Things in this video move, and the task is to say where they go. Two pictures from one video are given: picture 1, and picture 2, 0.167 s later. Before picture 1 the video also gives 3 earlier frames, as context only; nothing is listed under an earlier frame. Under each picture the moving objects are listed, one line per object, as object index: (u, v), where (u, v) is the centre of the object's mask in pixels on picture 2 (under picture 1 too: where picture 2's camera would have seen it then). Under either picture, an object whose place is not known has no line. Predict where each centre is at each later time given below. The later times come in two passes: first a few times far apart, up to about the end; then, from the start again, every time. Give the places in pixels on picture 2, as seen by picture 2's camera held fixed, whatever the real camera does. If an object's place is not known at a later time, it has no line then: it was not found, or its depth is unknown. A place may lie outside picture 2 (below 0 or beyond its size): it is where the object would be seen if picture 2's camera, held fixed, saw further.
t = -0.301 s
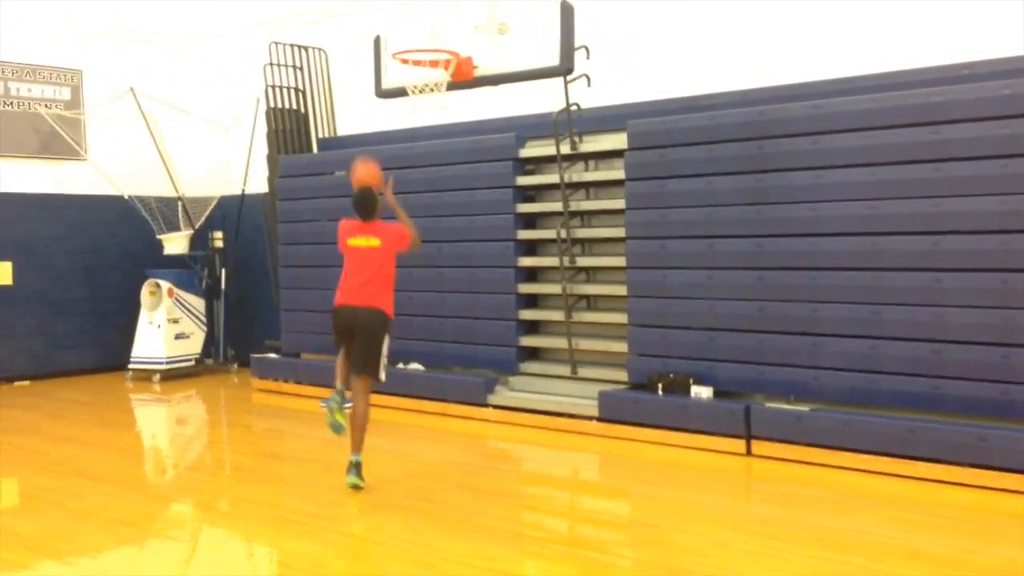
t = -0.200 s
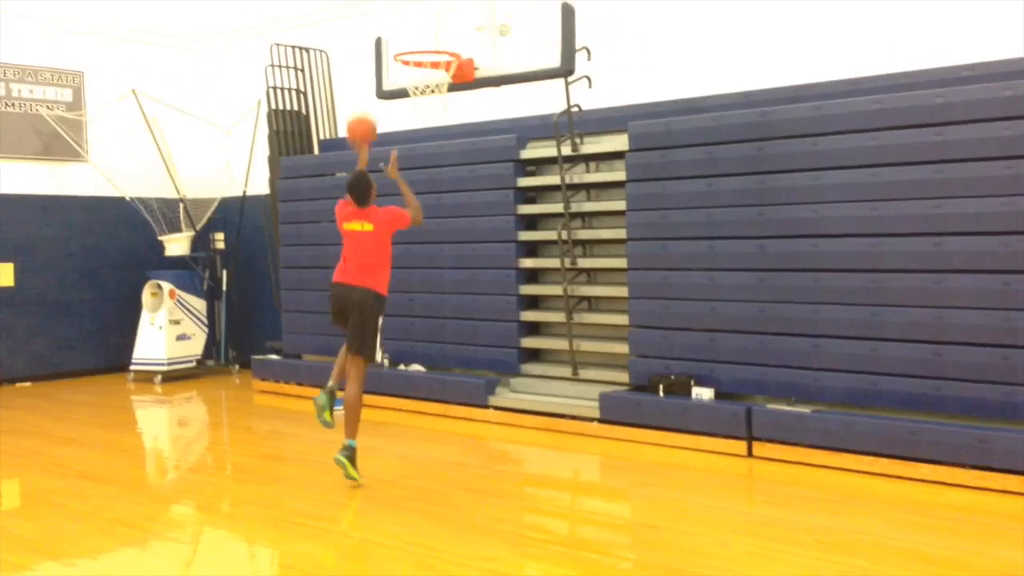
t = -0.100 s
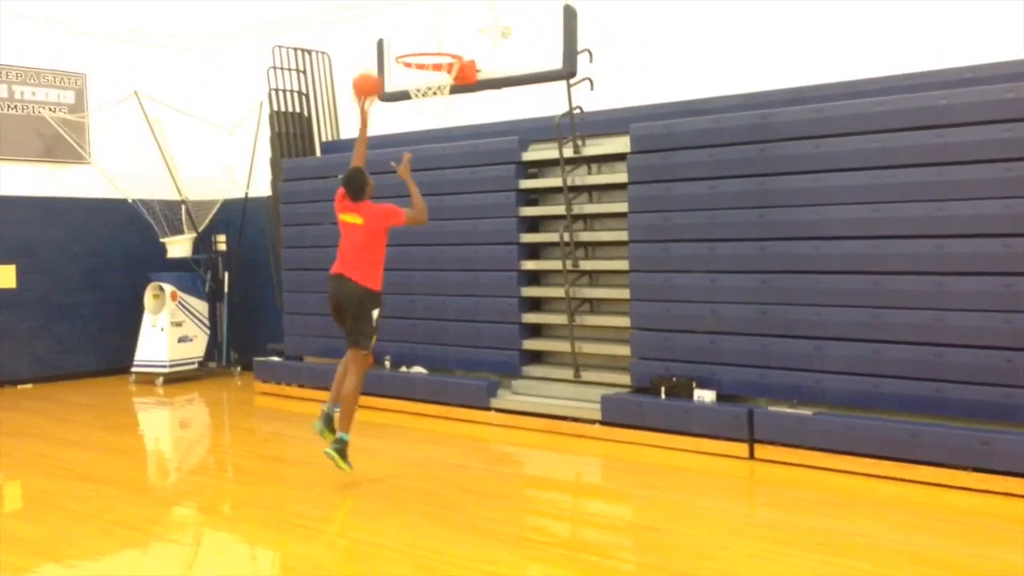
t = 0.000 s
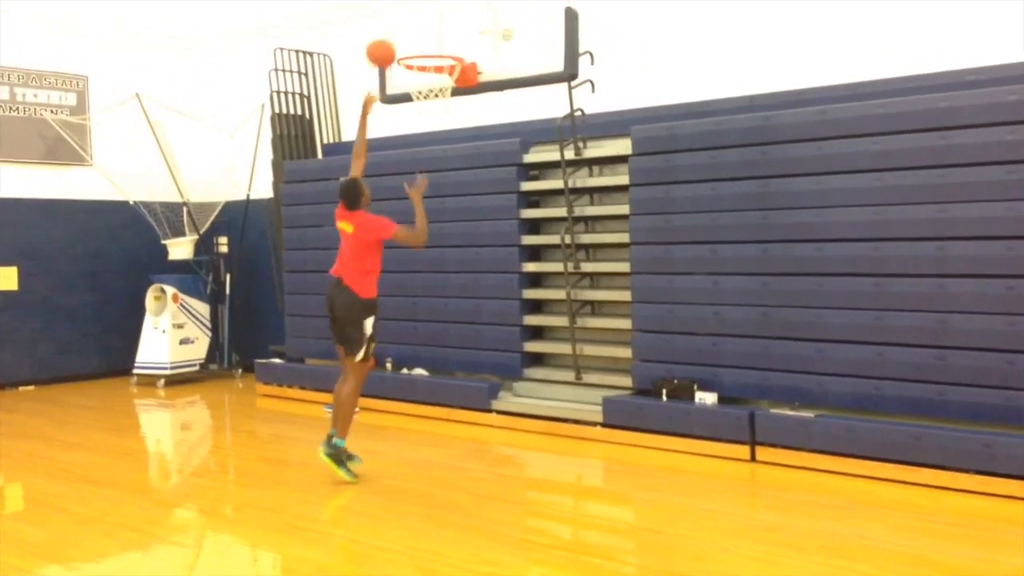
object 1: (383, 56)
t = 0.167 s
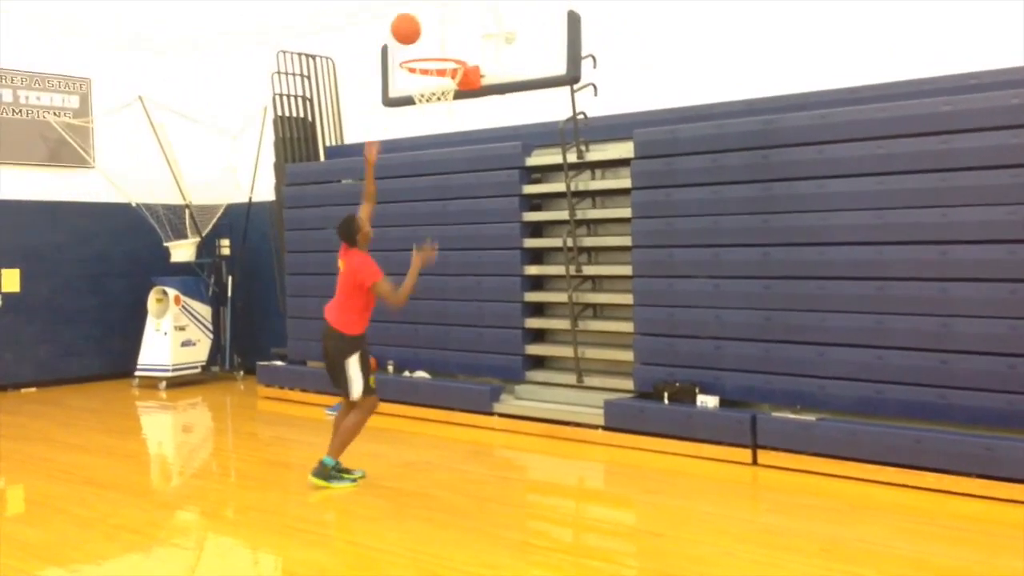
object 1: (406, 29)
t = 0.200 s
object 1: (410, 28)
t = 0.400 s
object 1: (439, 53)
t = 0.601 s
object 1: (449, 105)
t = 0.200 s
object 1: (410, 28)
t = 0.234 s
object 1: (415, 28)
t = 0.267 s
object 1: (420, 30)
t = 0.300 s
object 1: (424, 33)
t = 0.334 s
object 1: (430, 39)
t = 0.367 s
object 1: (434, 45)
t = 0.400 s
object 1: (439, 53)
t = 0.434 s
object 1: (443, 61)
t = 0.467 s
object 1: (450, 74)
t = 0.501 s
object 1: (452, 81)
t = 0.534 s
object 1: (454, 87)
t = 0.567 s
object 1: (451, 100)
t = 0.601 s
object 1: (449, 105)
